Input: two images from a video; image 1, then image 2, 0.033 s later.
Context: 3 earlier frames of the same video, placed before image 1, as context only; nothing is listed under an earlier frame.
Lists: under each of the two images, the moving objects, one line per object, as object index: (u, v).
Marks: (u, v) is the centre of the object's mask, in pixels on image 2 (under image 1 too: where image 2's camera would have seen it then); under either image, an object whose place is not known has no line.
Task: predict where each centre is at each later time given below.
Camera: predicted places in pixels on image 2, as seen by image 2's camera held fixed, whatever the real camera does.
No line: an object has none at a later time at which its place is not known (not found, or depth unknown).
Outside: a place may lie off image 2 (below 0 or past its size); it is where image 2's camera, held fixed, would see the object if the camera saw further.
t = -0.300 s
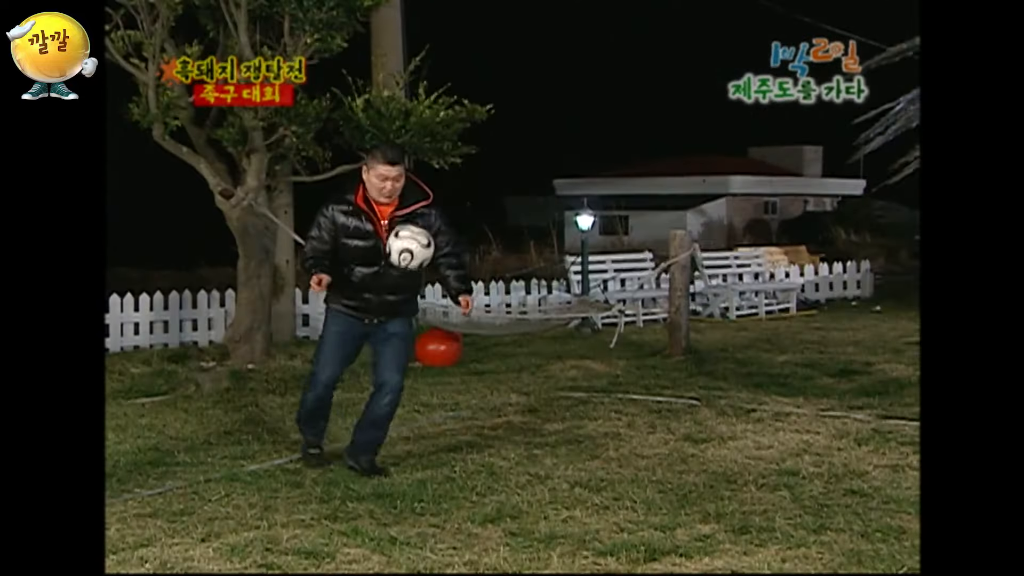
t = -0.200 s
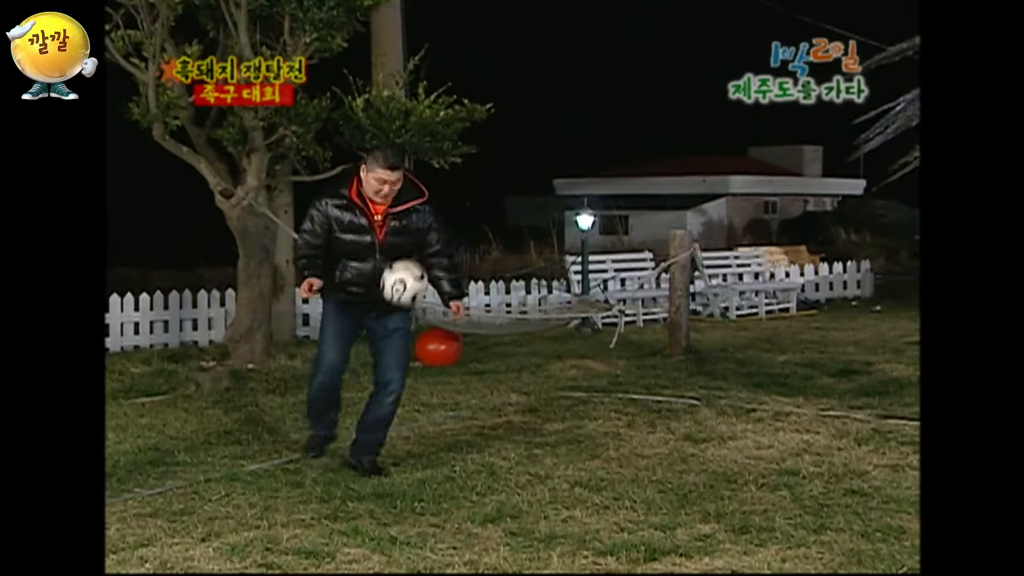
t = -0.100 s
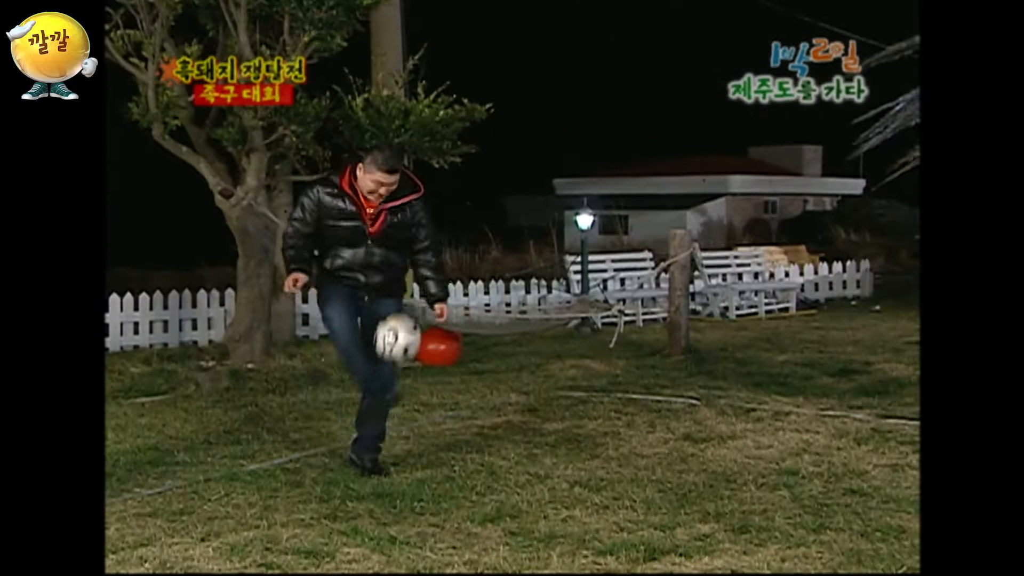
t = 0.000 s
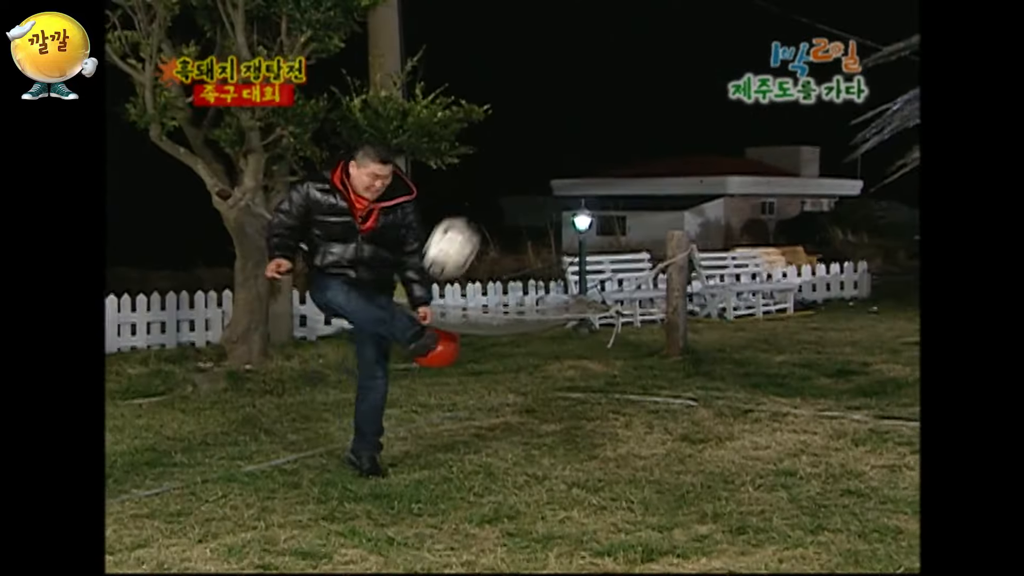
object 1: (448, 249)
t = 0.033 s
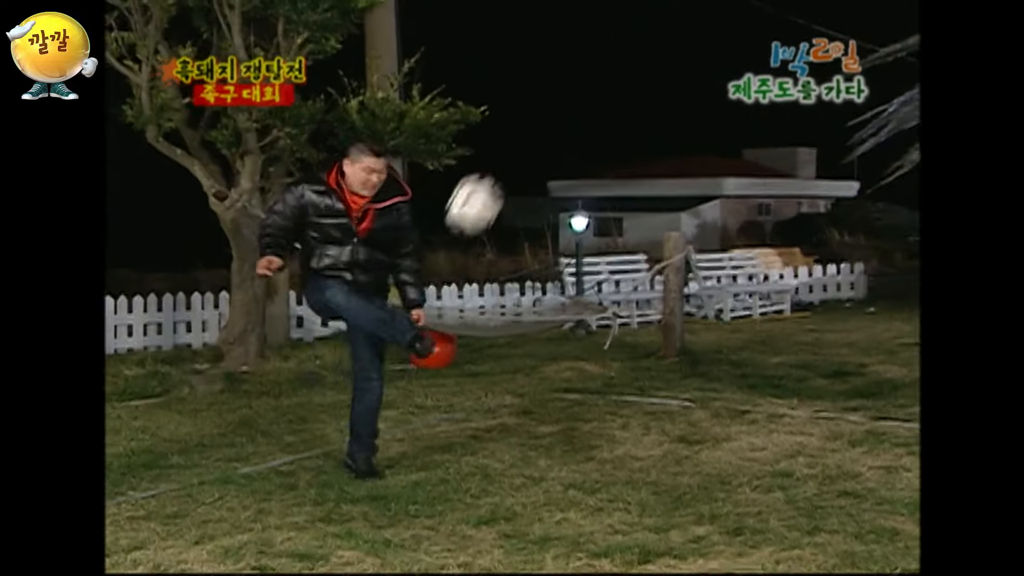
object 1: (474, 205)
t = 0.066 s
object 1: (501, 161)
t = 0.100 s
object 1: (530, 119)
